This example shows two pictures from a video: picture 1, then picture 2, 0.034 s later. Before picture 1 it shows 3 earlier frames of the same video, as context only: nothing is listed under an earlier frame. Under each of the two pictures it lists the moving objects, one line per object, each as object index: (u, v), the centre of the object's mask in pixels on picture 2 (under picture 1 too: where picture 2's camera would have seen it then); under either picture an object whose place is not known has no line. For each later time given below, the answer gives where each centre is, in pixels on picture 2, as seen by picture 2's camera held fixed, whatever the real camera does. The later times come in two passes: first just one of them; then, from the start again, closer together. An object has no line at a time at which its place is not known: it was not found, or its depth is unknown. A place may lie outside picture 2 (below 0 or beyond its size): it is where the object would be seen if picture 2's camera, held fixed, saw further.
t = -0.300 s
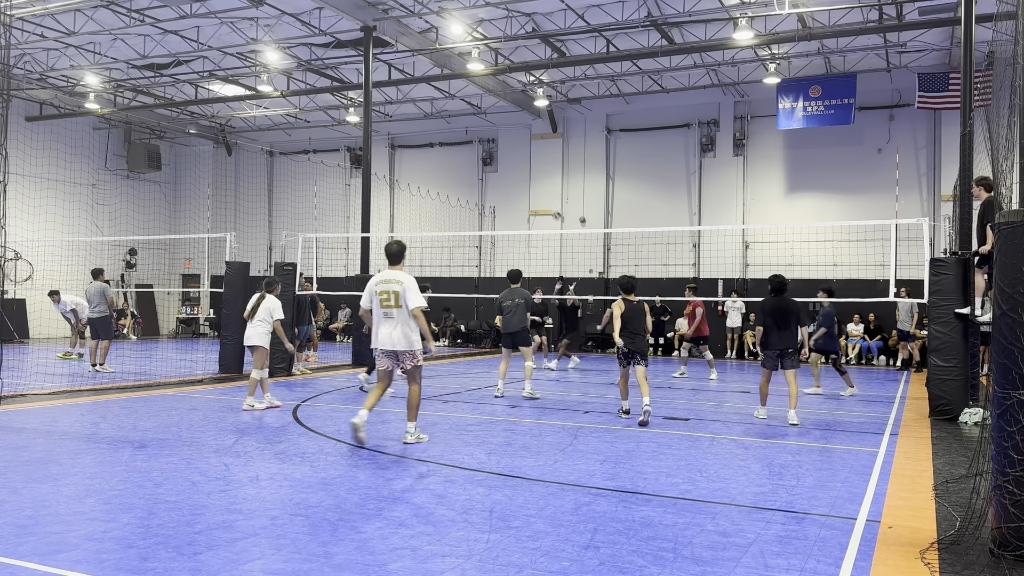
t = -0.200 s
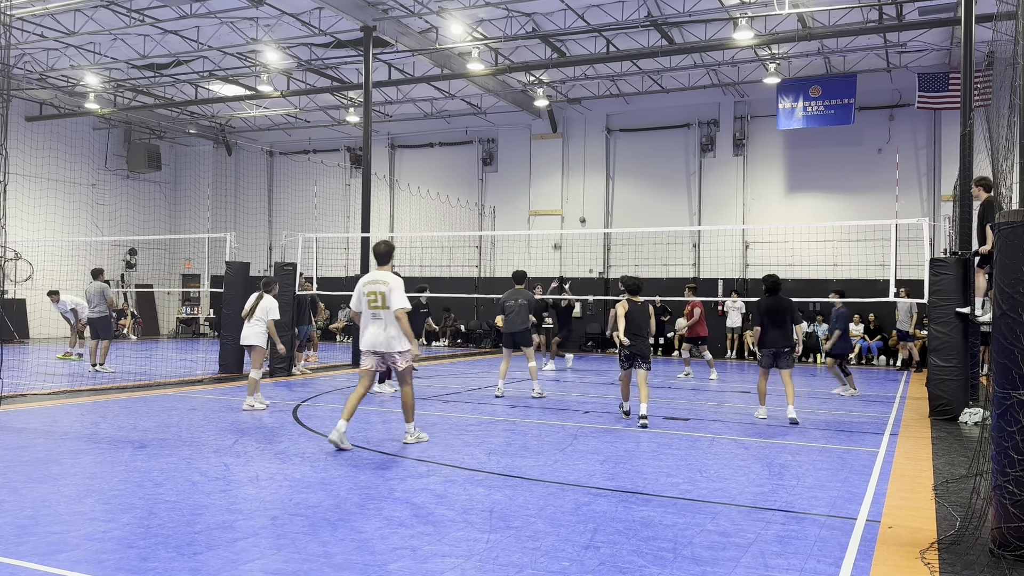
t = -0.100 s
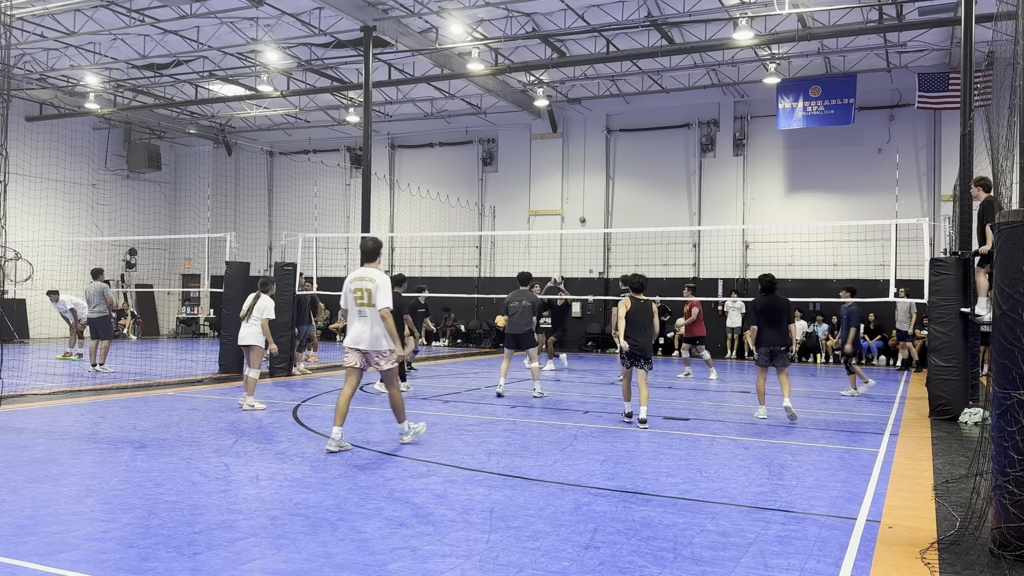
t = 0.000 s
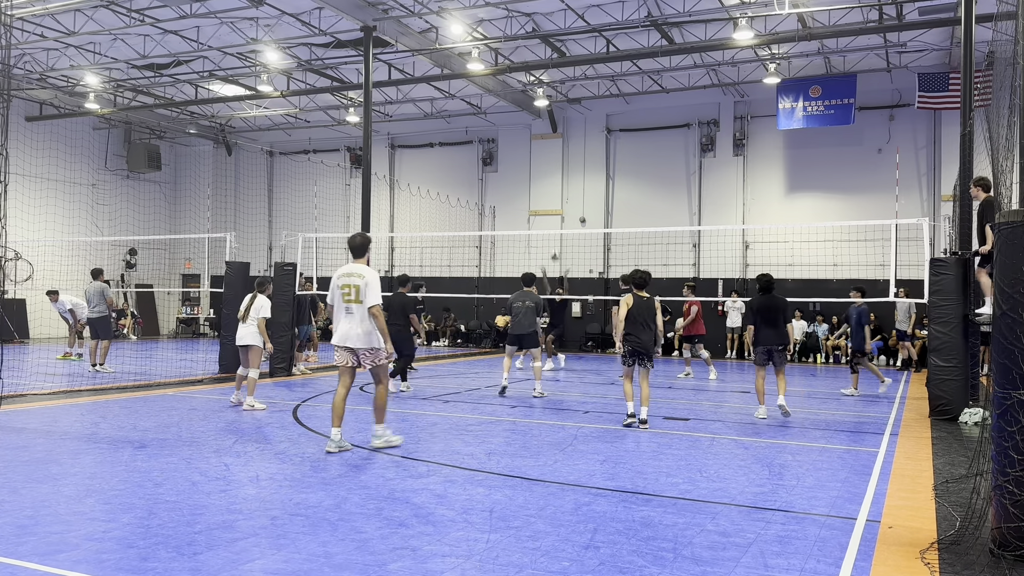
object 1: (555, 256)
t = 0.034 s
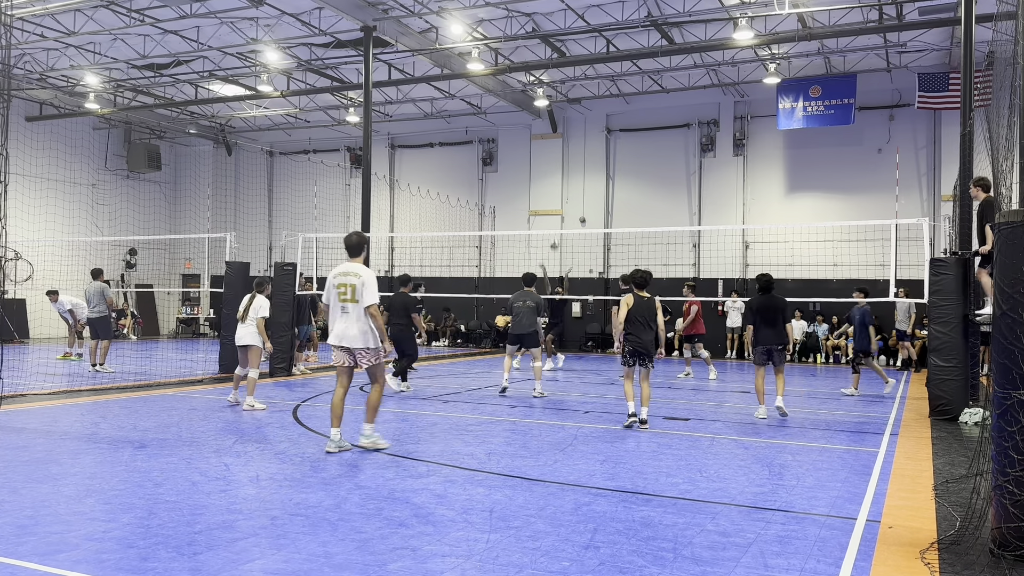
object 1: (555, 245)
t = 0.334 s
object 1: (545, 170)
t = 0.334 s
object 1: (545, 170)
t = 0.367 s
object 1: (544, 165)
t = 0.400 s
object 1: (543, 160)
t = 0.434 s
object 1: (542, 156)
